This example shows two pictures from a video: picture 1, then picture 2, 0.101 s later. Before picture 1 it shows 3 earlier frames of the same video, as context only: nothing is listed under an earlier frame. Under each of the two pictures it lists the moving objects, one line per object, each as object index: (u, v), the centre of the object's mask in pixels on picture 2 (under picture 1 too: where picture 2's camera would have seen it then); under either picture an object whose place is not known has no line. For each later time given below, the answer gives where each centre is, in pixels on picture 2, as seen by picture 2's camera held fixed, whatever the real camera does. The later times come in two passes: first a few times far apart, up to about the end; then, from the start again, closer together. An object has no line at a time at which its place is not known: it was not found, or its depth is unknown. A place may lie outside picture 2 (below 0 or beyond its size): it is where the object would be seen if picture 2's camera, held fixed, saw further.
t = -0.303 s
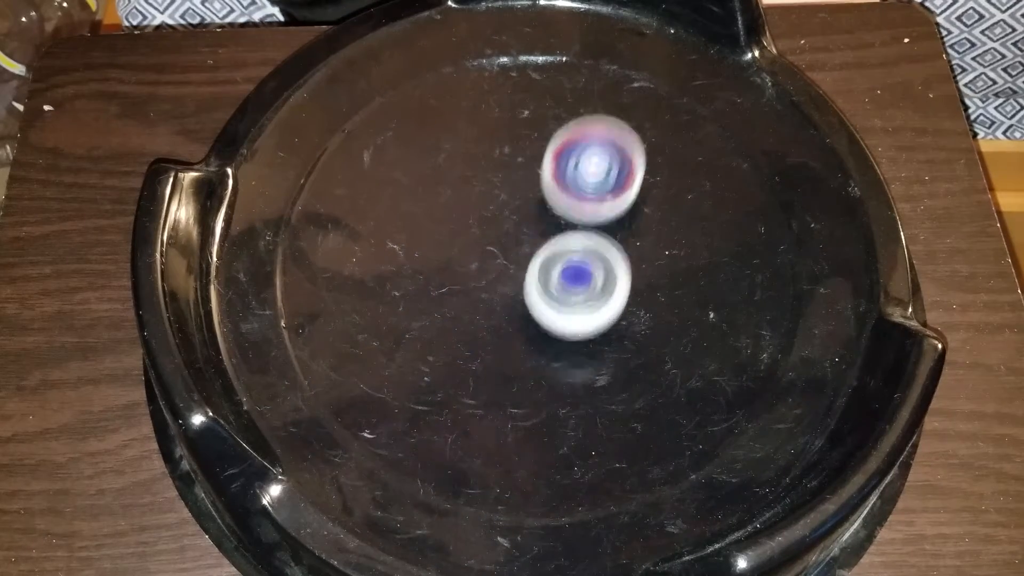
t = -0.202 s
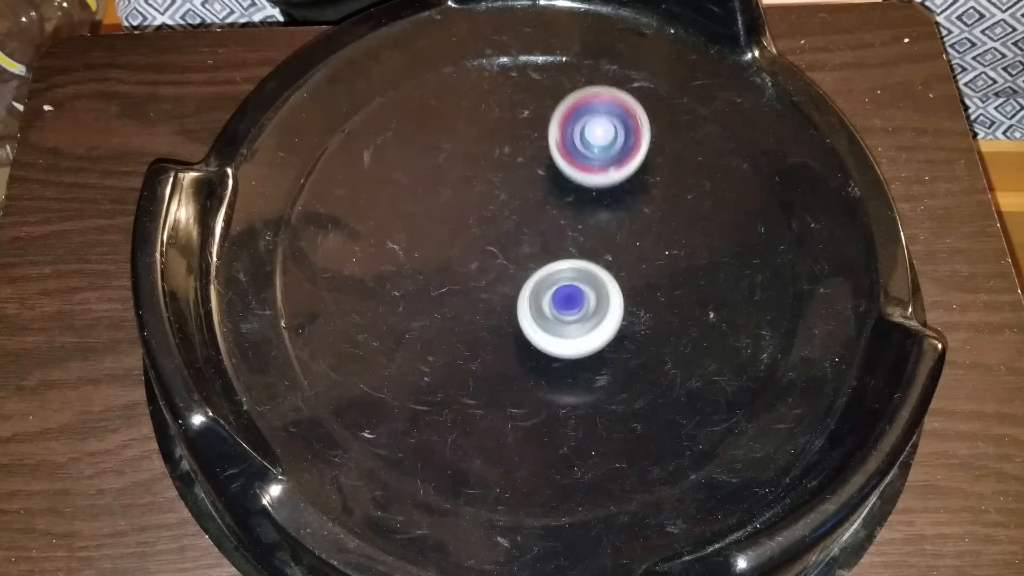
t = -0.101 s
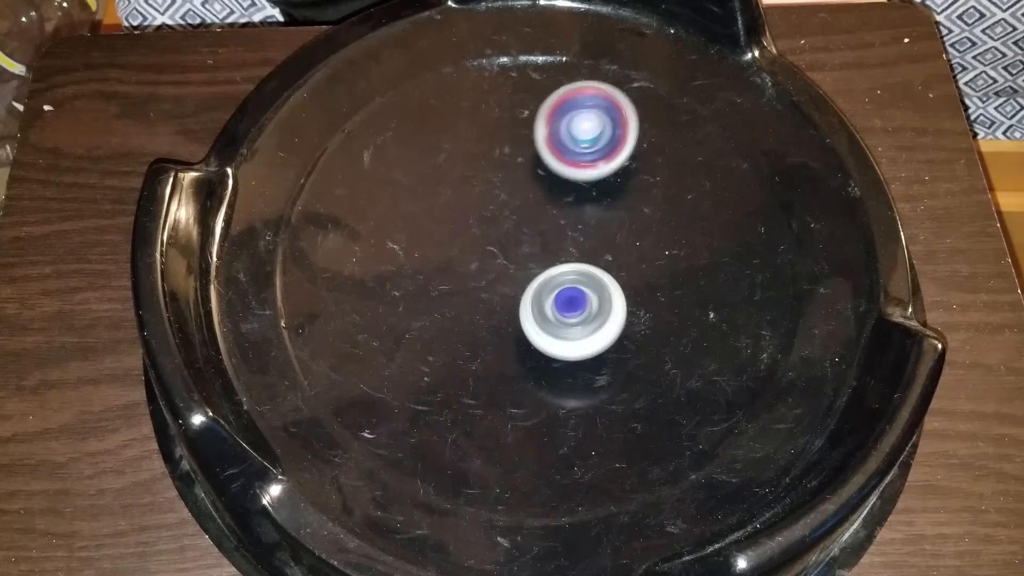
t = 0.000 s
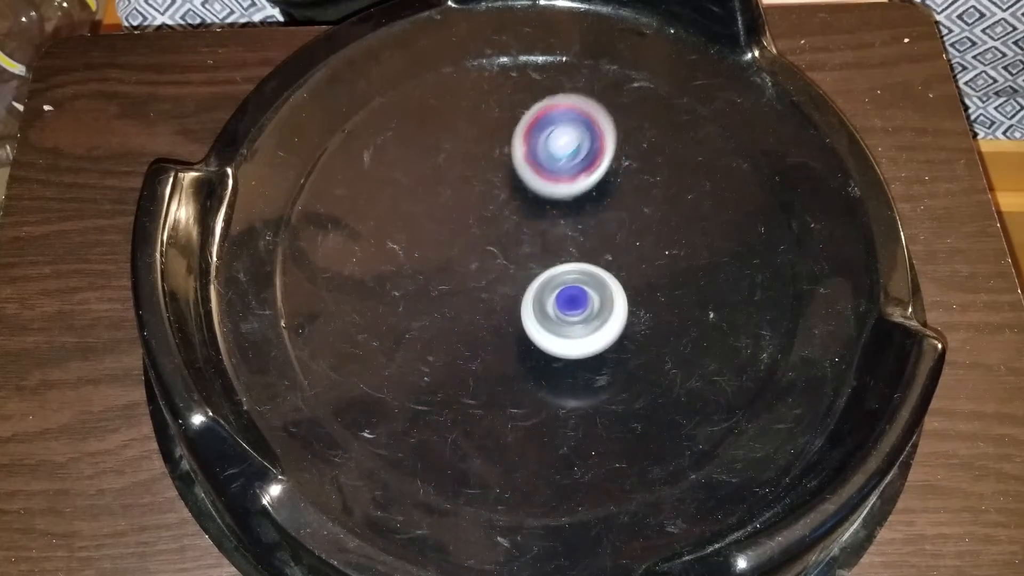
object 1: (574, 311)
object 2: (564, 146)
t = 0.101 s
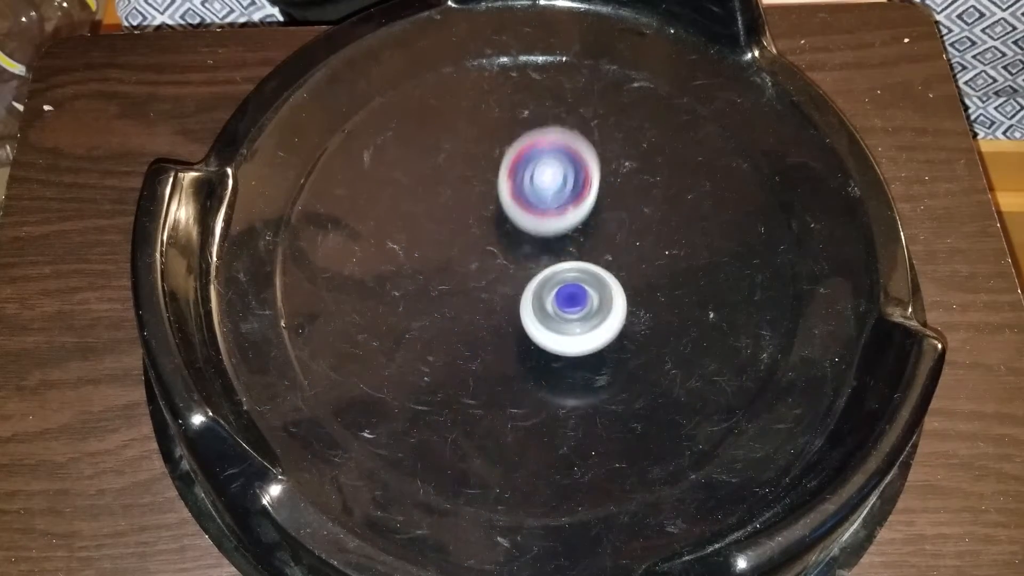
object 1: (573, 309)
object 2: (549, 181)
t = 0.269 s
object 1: (574, 367)
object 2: (538, 163)
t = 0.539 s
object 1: (572, 369)
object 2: (500, 200)
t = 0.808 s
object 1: (575, 391)
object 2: (509, 209)
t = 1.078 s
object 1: (561, 352)
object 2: (502, 254)
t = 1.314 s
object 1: (560, 340)
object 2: (494, 254)
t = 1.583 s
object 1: (602, 354)
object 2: (406, 155)
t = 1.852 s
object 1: (577, 287)
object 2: (404, 261)
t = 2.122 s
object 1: (558, 228)
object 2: (502, 322)
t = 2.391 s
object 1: (542, 201)
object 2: (587, 285)
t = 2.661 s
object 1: (525, 181)
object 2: (604, 242)
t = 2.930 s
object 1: (438, 120)
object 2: (697, 361)
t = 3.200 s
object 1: (454, 195)
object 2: (602, 291)
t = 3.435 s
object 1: (471, 236)
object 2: (570, 300)
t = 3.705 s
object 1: (505, 276)
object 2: (586, 349)
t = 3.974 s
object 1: (531, 286)
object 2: (607, 360)
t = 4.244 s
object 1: (460, 163)
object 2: (710, 464)
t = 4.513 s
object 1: (455, 206)
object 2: (635, 356)
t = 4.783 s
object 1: (407, 146)
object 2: (600, 370)
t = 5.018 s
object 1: (401, 151)
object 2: (576, 361)
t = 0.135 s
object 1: (573, 308)
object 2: (547, 195)
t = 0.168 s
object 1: (572, 308)
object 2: (546, 208)
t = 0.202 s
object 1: (572, 322)
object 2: (545, 207)
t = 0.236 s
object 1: (574, 349)
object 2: (542, 183)
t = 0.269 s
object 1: (574, 367)
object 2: (538, 163)
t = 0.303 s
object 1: (573, 378)
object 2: (535, 151)
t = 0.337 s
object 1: (573, 383)
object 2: (530, 145)
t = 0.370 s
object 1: (573, 383)
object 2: (526, 145)
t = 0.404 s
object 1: (574, 382)
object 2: (520, 151)
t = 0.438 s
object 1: (574, 379)
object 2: (514, 160)
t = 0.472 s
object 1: (574, 376)
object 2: (508, 172)
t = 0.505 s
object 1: (573, 372)
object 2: (503, 185)
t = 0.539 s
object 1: (572, 369)
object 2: (500, 200)
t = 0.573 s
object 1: (571, 365)
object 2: (500, 214)
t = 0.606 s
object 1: (569, 362)
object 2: (502, 229)
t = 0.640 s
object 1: (566, 358)
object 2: (506, 243)
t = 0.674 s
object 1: (564, 354)
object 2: (511, 256)
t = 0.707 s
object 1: (565, 360)
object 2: (515, 259)
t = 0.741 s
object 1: (571, 377)
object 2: (512, 241)
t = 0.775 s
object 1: (574, 388)
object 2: (510, 223)
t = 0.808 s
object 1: (575, 391)
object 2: (509, 209)
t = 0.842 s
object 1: (575, 389)
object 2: (508, 200)
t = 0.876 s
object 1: (574, 385)
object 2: (507, 198)
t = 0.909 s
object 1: (573, 381)
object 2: (505, 200)
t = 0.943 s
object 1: (571, 376)
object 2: (502, 208)
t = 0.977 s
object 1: (569, 370)
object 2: (501, 219)
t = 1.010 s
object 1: (567, 365)
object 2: (501, 231)
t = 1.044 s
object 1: (564, 359)
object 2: (501, 243)
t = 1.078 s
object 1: (561, 352)
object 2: (502, 254)
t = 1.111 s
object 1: (559, 350)
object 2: (503, 262)
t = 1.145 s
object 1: (562, 354)
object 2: (499, 254)
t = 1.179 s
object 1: (563, 355)
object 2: (496, 247)
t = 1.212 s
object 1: (562, 352)
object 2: (495, 244)
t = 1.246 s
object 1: (560, 346)
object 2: (494, 245)
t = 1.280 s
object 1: (559, 340)
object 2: (495, 250)
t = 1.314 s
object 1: (560, 340)
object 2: (494, 254)
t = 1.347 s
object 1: (573, 355)
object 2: (479, 232)
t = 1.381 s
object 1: (589, 372)
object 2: (461, 203)
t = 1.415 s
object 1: (600, 381)
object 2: (447, 179)
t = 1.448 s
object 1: (605, 383)
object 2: (435, 161)
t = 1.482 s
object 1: (607, 379)
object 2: (426, 150)
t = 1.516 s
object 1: (606, 371)
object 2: (419, 146)
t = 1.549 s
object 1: (604, 363)
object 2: (412, 148)
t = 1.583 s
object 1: (602, 354)
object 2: (406, 155)
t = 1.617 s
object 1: (600, 345)
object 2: (400, 165)
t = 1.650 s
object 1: (597, 335)
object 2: (394, 177)
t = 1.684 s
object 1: (594, 327)
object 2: (390, 190)
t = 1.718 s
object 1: (590, 318)
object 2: (388, 204)
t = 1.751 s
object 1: (587, 310)
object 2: (388, 219)
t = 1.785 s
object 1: (584, 302)
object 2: (391, 233)
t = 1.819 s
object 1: (580, 295)
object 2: (396, 247)
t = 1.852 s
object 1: (577, 287)
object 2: (404, 261)
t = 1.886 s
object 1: (573, 279)
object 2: (415, 274)
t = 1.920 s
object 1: (569, 272)
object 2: (427, 285)
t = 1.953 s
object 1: (565, 265)
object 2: (440, 294)
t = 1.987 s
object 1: (562, 258)
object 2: (455, 301)
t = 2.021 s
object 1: (559, 251)
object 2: (470, 306)
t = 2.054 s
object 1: (557, 243)
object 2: (484, 311)
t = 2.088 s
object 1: (559, 235)
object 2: (493, 318)
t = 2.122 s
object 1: (558, 228)
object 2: (502, 322)
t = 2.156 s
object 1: (556, 223)
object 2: (514, 322)
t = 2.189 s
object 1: (554, 218)
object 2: (526, 321)
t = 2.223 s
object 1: (552, 214)
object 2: (539, 318)
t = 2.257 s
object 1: (550, 211)
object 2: (551, 313)
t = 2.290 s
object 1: (548, 208)
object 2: (563, 307)
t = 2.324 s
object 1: (546, 206)
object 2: (572, 300)
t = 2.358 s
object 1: (544, 205)
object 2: (580, 292)
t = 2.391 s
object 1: (542, 201)
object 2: (587, 285)
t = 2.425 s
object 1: (540, 197)
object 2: (593, 279)
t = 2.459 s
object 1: (538, 193)
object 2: (597, 276)
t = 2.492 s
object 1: (536, 190)
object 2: (600, 270)
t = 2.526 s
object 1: (535, 189)
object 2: (601, 264)
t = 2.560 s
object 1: (533, 188)
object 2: (602, 257)
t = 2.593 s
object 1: (529, 184)
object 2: (604, 253)
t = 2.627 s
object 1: (526, 182)
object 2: (605, 248)
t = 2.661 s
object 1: (525, 181)
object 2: (604, 242)
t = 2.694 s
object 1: (512, 167)
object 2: (622, 258)
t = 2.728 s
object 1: (488, 140)
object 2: (652, 288)
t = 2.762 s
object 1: (469, 122)
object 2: (674, 313)
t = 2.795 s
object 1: (456, 111)
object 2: (689, 333)
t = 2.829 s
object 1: (447, 108)
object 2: (698, 348)
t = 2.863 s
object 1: (442, 110)
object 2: (702, 357)
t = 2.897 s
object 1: (440, 114)
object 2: (701, 361)
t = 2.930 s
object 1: (438, 120)
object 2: (697, 361)
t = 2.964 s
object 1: (437, 127)
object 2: (690, 357)
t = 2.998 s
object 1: (437, 135)
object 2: (682, 351)
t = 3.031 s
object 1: (437, 144)
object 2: (671, 343)
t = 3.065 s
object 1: (439, 153)
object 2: (659, 334)
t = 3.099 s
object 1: (441, 165)
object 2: (646, 323)
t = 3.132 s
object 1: (445, 174)
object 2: (631, 312)
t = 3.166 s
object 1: (449, 185)
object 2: (616, 301)
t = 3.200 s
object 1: (454, 195)
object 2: (602, 291)
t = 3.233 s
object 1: (459, 204)
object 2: (587, 282)
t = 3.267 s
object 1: (464, 213)
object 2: (574, 274)
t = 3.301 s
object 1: (469, 220)
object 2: (563, 271)
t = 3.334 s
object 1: (465, 221)
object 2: (566, 277)
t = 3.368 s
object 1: (464, 224)
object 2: (568, 285)
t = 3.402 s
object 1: (467, 229)
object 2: (569, 293)
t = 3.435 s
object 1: (471, 236)
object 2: (570, 300)
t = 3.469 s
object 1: (476, 242)
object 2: (571, 307)
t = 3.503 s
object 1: (480, 247)
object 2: (572, 314)
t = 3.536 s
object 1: (486, 254)
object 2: (573, 320)
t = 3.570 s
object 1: (490, 259)
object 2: (574, 325)
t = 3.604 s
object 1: (494, 265)
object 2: (575, 331)
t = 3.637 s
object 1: (498, 269)
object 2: (577, 337)
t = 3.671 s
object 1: (501, 272)
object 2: (581, 344)
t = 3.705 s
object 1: (505, 276)
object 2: (586, 349)
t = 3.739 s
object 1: (510, 280)
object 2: (590, 353)
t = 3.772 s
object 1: (515, 283)
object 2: (593, 355)
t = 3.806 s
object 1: (519, 285)
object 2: (595, 356)
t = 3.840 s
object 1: (523, 286)
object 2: (597, 356)
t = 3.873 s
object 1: (524, 285)
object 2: (601, 359)
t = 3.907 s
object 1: (526, 285)
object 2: (604, 361)
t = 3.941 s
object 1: (528, 285)
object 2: (606, 361)
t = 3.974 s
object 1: (531, 286)
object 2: (607, 360)
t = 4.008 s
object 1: (530, 281)
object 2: (616, 370)
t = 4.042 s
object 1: (516, 255)
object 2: (640, 402)
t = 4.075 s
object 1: (500, 225)
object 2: (665, 433)
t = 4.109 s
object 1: (487, 200)
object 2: (684, 455)
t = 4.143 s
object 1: (476, 182)
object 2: (696, 468)
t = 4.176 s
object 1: (469, 169)
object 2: (703, 472)
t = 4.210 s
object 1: (464, 163)
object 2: (708, 470)
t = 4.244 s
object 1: (460, 163)
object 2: (710, 464)
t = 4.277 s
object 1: (456, 165)
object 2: (709, 455)
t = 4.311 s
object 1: (454, 169)
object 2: (706, 445)
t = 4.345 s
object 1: (452, 174)
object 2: (699, 434)
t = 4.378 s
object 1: (451, 180)
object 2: (690, 419)
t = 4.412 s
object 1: (450, 187)
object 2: (679, 404)
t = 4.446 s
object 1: (451, 193)
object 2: (666, 388)
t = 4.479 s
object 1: (453, 199)
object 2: (651, 372)
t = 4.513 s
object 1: (455, 206)
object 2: (635, 356)
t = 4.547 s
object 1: (457, 212)
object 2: (618, 340)
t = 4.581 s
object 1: (460, 217)
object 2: (601, 325)
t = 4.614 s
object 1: (463, 221)
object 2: (582, 310)
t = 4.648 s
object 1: (466, 226)
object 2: (564, 298)
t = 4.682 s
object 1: (463, 221)
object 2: (556, 299)
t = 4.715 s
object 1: (443, 195)
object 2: (573, 324)
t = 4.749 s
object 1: (422, 167)
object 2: (590, 350)
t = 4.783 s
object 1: (407, 146)
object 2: (600, 370)
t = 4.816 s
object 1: (398, 133)
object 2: (605, 382)
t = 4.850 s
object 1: (392, 126)
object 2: (605, 388)
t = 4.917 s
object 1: (390, 129)
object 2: (596, 383)
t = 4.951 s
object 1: (392, 135)
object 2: (591, 377)
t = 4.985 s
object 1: (396, 142)
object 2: (584, 369)
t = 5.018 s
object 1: (401, 151)
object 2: (576, 361)
